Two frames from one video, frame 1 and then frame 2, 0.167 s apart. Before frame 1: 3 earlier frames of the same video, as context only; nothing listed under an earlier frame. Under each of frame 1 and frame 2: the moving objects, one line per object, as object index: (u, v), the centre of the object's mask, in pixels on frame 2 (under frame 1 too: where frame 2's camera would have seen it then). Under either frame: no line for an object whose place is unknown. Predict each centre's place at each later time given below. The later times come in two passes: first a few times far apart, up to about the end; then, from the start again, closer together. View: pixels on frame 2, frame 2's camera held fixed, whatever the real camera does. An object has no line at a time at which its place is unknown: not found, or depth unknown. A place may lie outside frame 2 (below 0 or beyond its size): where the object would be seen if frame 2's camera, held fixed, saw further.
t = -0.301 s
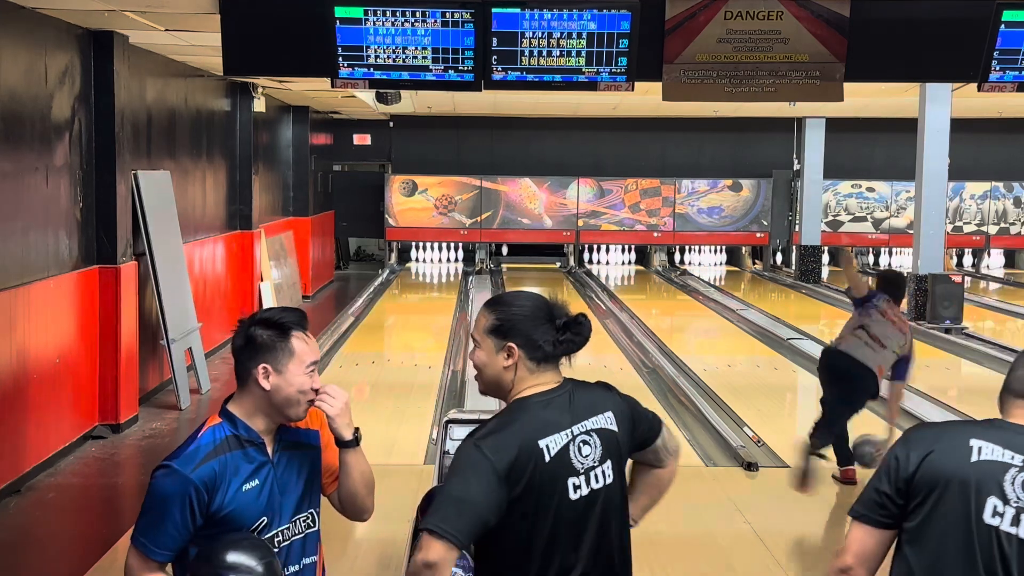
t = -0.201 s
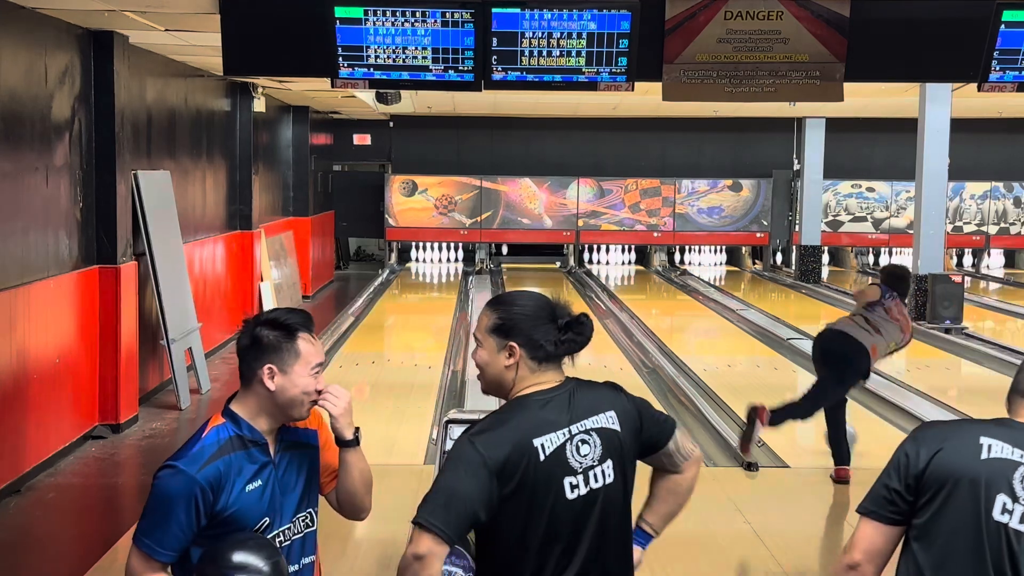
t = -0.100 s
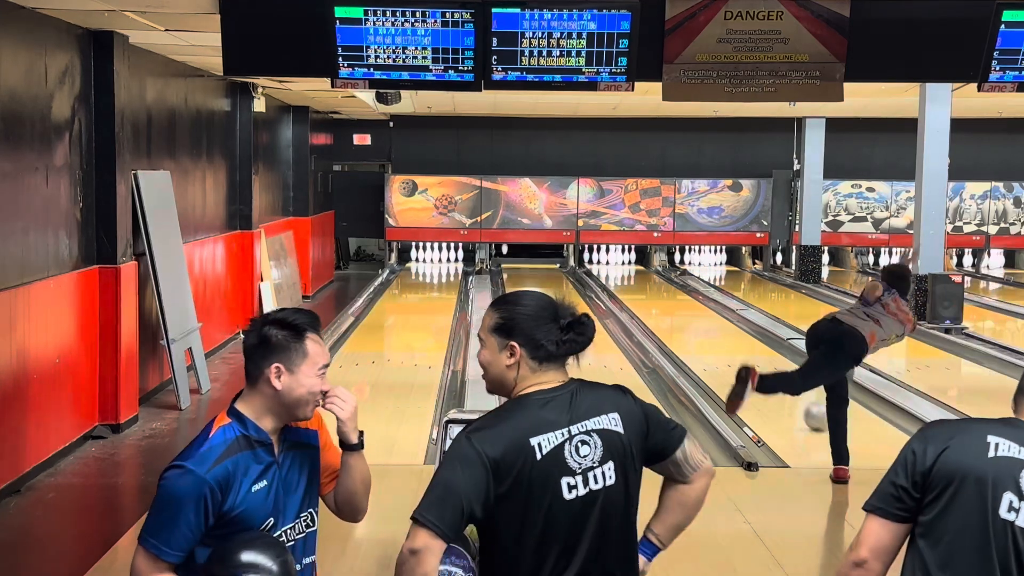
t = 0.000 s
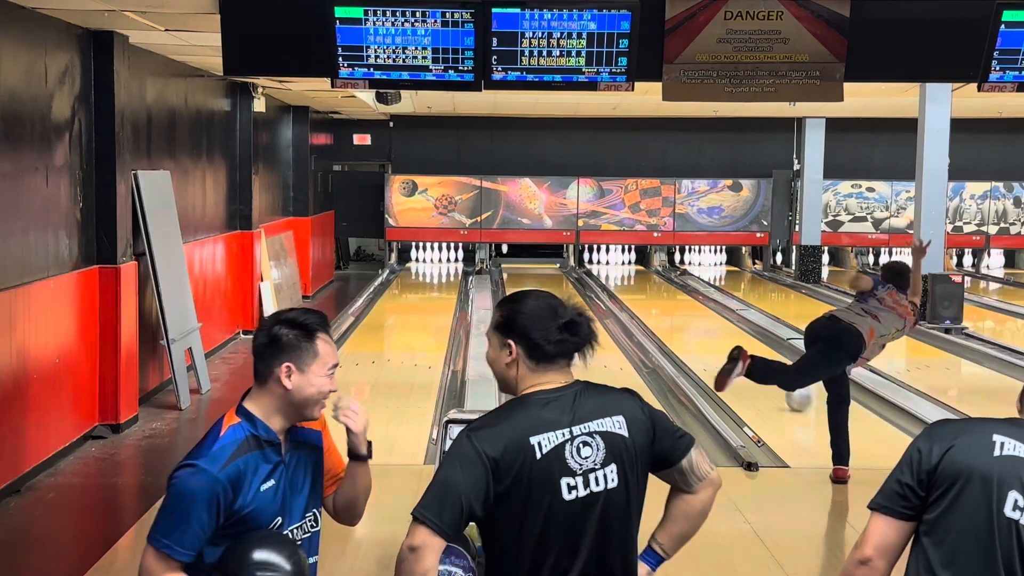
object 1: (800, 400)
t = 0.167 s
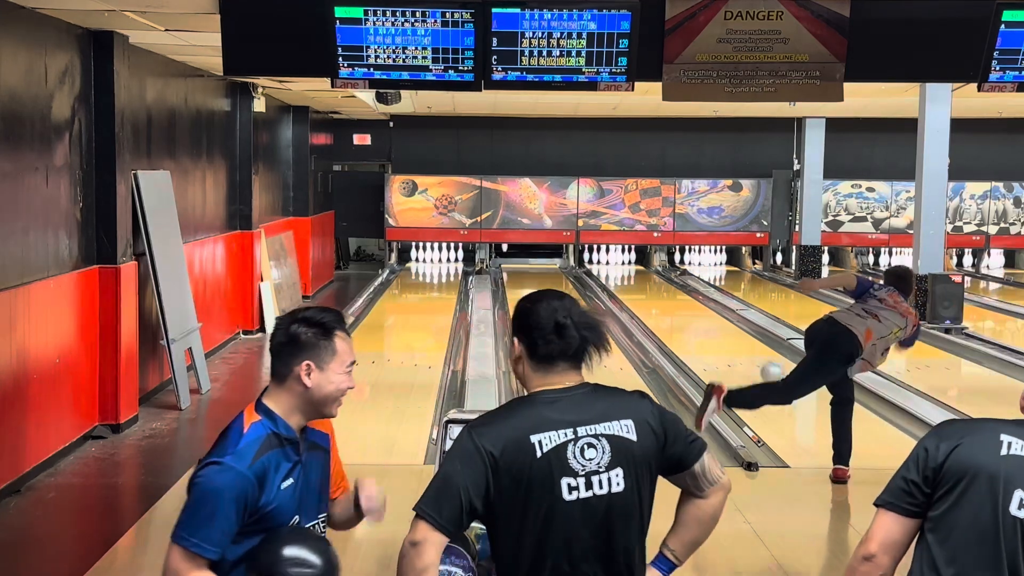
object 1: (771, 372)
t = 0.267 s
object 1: (759, 362)
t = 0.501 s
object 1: (733, 337)
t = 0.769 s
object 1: (710, 316)
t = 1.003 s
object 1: (693, 301)
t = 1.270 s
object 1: (677, 288)
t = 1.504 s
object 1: (663, 279)
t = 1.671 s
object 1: (653, 273)
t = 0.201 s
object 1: (768, 369)
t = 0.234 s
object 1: (764, 366)
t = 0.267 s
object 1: (759, 362)
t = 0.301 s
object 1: (755, 357)
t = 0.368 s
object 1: (747, 351)
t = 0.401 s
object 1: (743, 347)
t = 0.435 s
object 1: (740, 344)
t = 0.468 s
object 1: (736, 341)
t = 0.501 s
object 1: (733, 337)
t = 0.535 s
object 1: (730, 334)
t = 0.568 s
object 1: (727, 332)
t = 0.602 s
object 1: (724, 329)
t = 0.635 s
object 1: (721, 326)
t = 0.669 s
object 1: (718, 324)
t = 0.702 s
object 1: (715, 321)
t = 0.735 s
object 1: (712, 319)
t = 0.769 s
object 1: (710, 316)
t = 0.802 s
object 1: (707, 314)
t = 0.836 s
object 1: (705, 312)
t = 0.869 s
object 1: (702, 309)
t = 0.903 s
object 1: (700, 307)
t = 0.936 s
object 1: (698, 305)
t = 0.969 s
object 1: (695, 303)
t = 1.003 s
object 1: (693, 301)
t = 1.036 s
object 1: (691, 300)
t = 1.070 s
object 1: (689, 298)
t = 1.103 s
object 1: (687, 296)
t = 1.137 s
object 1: (685, 295)
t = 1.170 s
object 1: (683, 293)
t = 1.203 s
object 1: (681, 291)
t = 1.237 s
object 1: (679, 289)
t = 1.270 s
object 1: (677, 288)
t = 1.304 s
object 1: (675, 287)
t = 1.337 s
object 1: (672, 286)
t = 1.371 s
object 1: (671, 285)
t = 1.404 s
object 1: (669, 283)
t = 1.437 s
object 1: (667, 282)
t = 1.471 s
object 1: (665, 281)
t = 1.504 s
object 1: (663, 279)
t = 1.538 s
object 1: (661, 278)
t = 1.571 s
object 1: (659, 277)
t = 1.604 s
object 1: (657, 275)
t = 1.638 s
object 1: (655, 274)
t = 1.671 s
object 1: (653, 273)
